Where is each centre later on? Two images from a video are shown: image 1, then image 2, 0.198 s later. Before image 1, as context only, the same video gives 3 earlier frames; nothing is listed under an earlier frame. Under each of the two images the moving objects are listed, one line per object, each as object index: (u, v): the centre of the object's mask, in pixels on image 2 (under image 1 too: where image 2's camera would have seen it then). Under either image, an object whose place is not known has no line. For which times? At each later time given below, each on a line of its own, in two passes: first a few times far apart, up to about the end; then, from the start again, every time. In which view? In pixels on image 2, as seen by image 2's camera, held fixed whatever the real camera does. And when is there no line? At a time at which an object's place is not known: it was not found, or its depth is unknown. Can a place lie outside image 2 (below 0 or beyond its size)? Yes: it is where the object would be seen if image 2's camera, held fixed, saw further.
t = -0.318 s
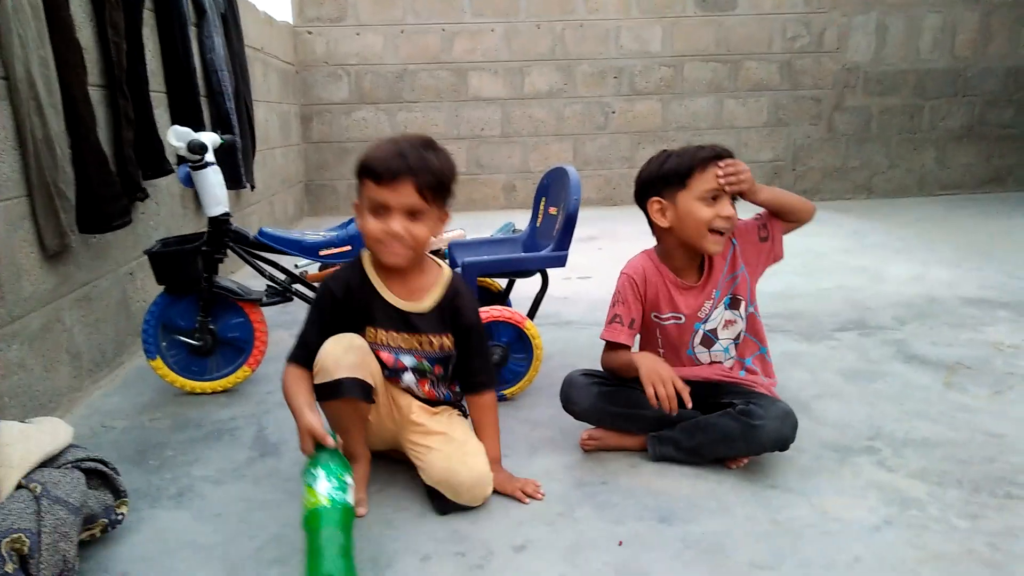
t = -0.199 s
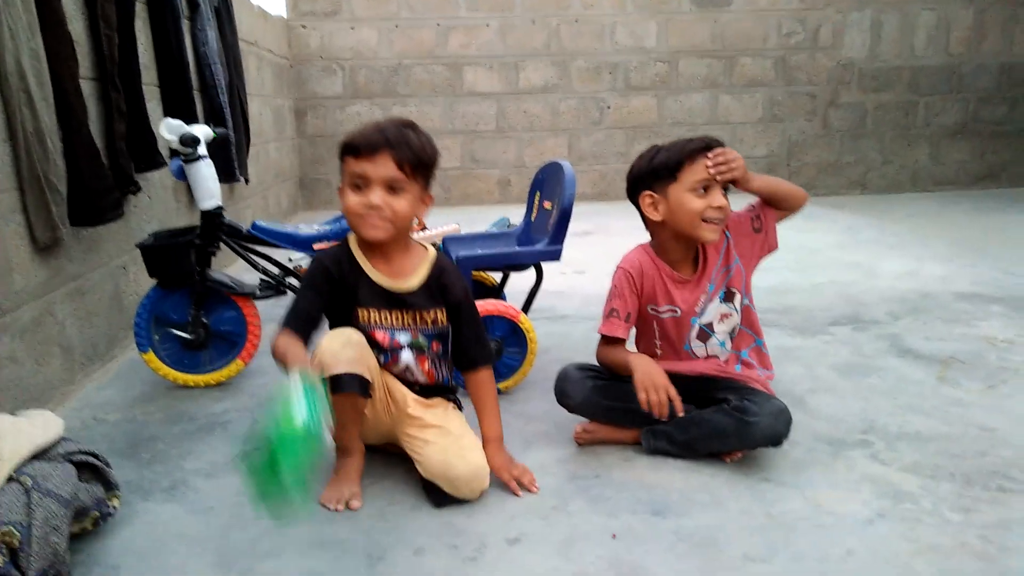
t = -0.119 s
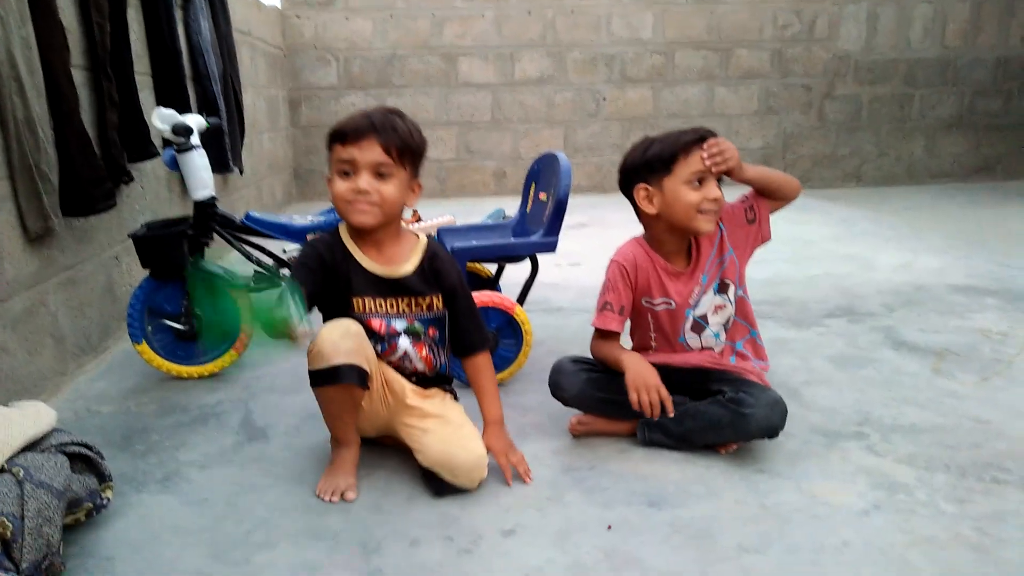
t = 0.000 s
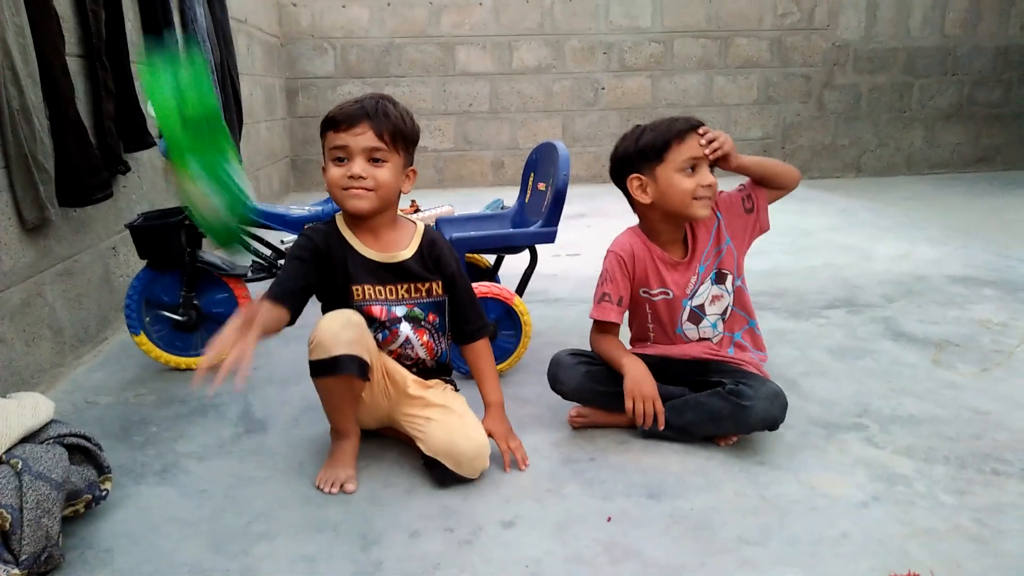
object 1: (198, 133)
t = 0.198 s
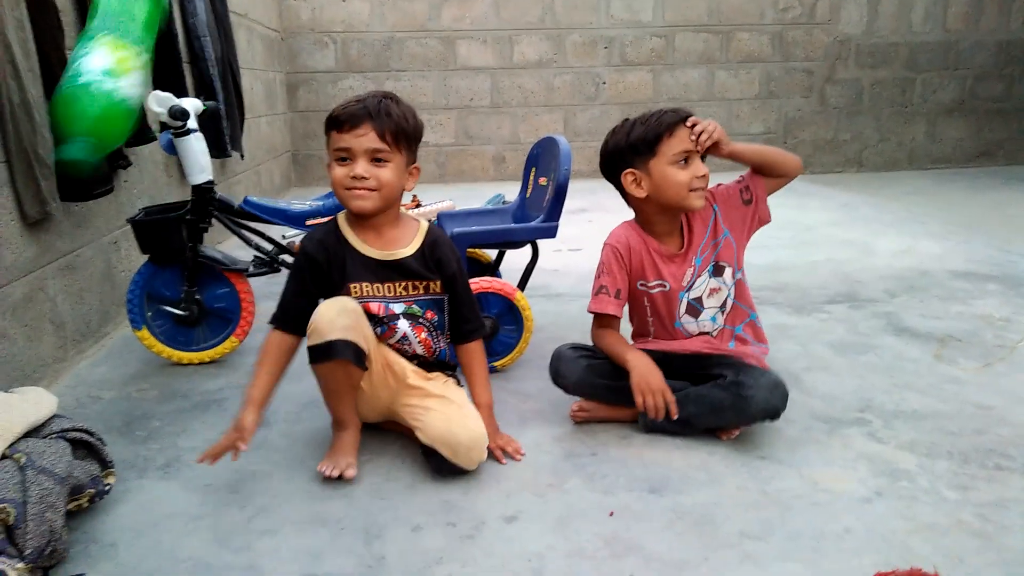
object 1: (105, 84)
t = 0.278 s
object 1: (84, 143)
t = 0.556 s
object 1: (110, 597)
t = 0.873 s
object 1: (127, 604)
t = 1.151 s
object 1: (130, 597)
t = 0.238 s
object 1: (98, 96)
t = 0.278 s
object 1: (84, 143)
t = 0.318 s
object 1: (83, 204)
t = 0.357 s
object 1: (76, 295)
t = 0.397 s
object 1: (97, 388)
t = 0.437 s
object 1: (97, 503)
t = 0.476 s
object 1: (110, 596)
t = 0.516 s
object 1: (112, 596)
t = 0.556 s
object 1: (110, 597)
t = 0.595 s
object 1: (112, 601)
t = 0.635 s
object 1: (115, 605)
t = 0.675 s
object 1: (122, 609)
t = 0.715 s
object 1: (123, 608)
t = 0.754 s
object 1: (125, 606)
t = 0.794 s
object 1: (126, 605)
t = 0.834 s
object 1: (127, 605)
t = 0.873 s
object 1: (127, 604)
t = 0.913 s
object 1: (128, 604)
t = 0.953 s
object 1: (130, 602)
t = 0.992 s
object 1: (130, 601)
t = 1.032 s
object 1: (128, 601)
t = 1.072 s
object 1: (129, 600)
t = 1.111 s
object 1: (130, 598)
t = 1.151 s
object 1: (130, 597)
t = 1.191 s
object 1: (133, 596)
